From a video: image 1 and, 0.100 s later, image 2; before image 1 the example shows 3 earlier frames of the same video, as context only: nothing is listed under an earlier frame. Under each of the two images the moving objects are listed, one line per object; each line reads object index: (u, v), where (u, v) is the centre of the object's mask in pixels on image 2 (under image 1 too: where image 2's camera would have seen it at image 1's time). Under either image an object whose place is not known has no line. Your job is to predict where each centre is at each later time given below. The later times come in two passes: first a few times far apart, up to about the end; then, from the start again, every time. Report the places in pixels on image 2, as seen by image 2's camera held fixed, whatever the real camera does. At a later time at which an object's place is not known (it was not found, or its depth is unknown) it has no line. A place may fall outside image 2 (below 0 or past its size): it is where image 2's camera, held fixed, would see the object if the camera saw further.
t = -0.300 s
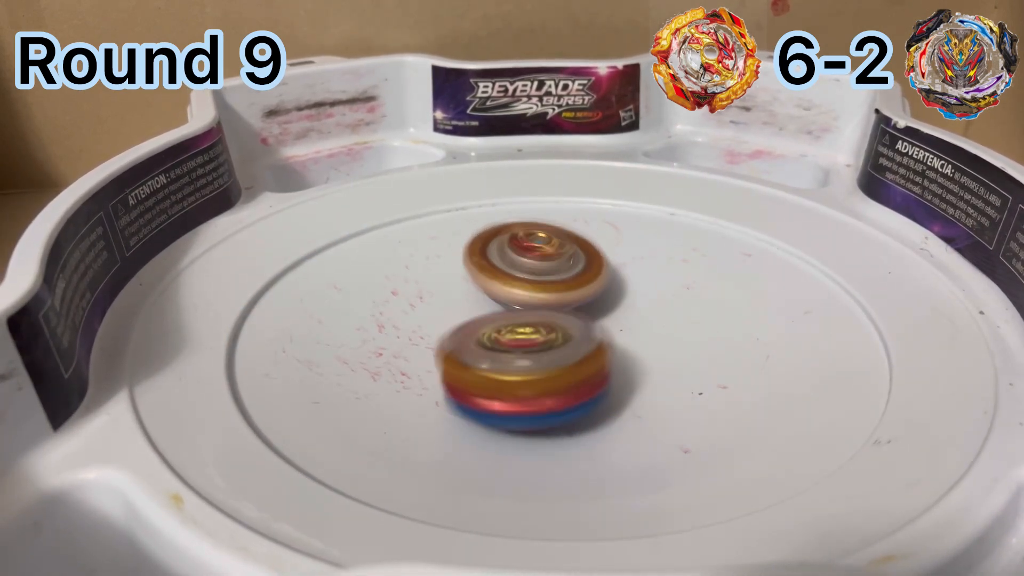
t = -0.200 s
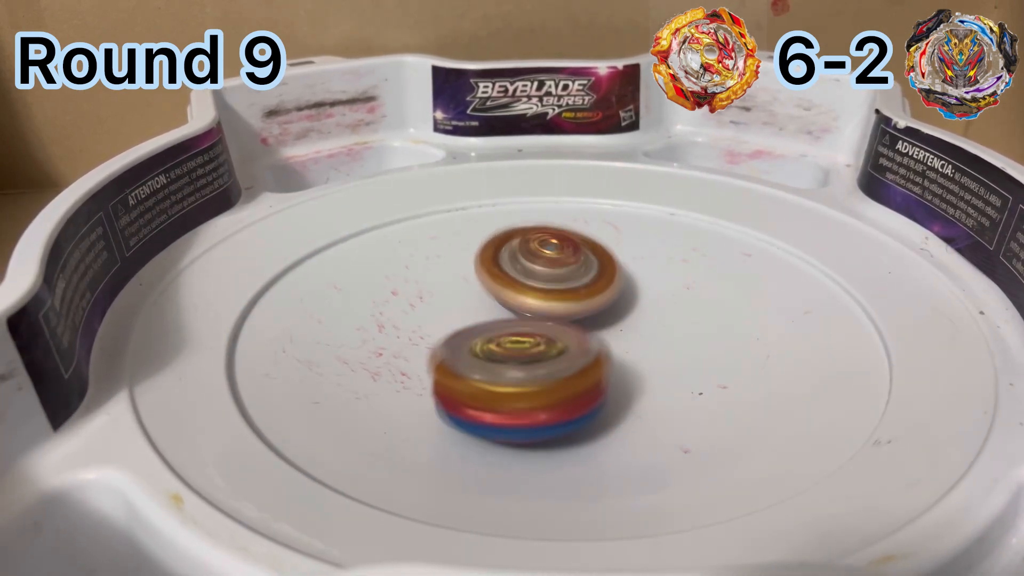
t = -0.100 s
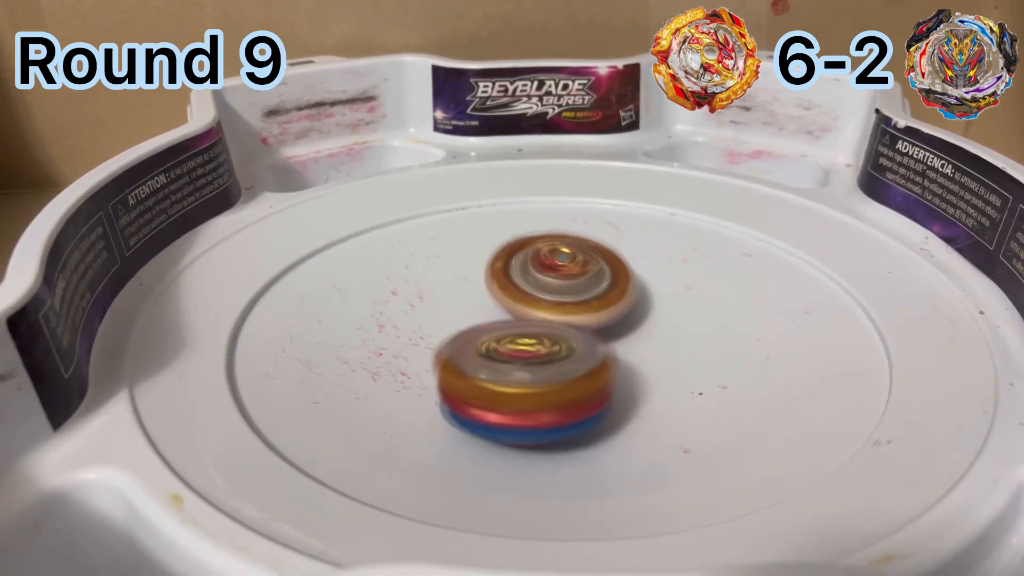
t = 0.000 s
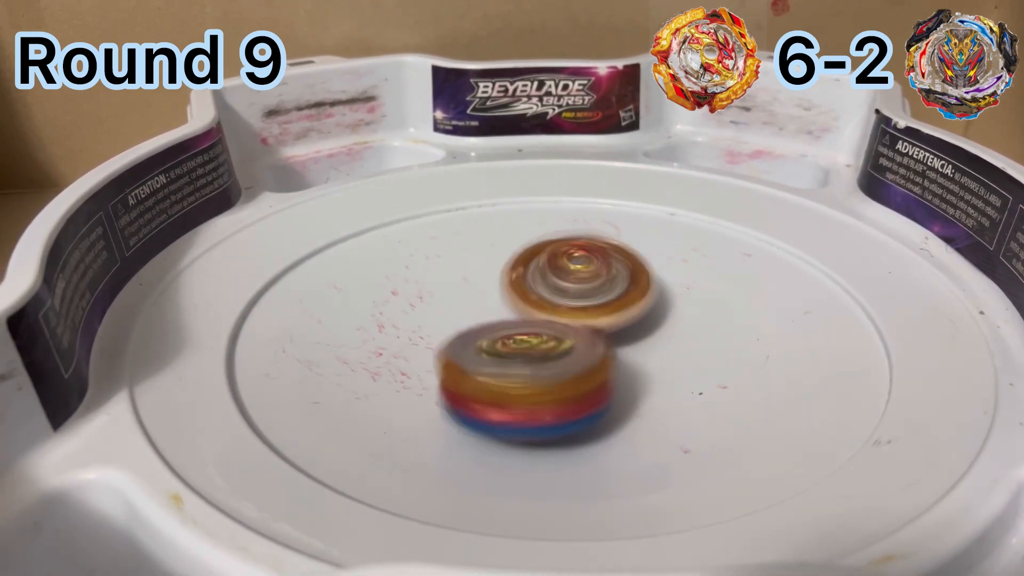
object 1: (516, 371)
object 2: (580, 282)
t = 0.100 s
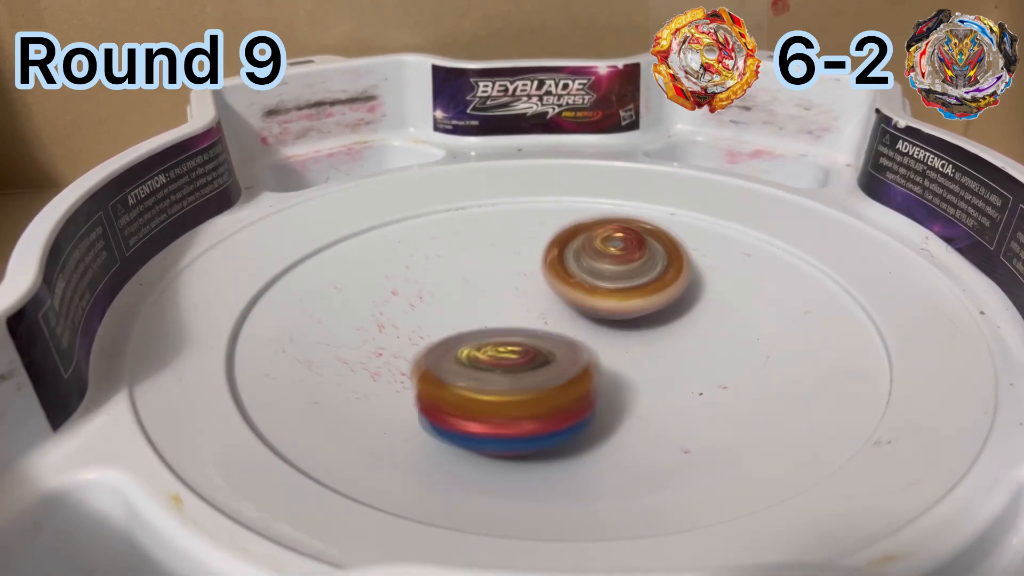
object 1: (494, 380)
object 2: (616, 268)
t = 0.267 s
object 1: (502, 374)
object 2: (627, 271)
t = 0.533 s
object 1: (478, 342)
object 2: (626, 283)
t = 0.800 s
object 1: (446, 315)
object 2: (608, 299)
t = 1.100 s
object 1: (417, 292)
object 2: (617, 327)
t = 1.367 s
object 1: (439, 247)
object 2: (659, 363)
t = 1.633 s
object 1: (504, 257)
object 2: (620, 346)
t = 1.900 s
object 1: (586, 249)
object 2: (601, 357)
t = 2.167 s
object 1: (658, 261)
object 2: (570, 357)
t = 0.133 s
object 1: (492, 381)
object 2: (623, 266)
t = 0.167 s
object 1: (492, 381)
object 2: (627, 265)
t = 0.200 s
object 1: (505, 388)
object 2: (629, 266)
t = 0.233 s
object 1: (509, 385)
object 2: (628, 268)
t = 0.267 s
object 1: (502, 374)
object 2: (627, 271)
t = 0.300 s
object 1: (504, 369)
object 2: (625, 273)
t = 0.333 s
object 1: (515, 371)
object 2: (622, 276)
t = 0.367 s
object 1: (516, 365)
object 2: (619, 278)
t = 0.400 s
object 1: (509, 352)
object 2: (617, 280)
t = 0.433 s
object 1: (510, 354)
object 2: (619, 281)
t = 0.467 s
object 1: (487, 343)
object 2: (623, 282)
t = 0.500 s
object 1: (478, 339)
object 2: (625, 282)
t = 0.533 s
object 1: (478, 342)
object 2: (626, 283)
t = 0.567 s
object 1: (470, 338)
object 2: (626, 284)
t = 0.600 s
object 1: (464, 334)
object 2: (625, 286)
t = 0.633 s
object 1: (459, 331)
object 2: (622, 288)
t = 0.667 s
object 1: (455, 327)
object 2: (621, 289)
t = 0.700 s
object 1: (451, 324)
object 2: (618, 292)
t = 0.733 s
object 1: (449, 321)
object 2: (615, 295)
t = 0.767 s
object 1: (447, 318)
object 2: (611, 297)
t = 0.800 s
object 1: (446, 315)
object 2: (608, 299)
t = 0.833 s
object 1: (437, 310)
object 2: (612, 303)
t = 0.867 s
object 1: (424, 304)
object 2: (621, 307)
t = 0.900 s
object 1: (415, 301)
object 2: (627, 314)
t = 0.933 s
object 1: (409, 297)
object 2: (630, 319)
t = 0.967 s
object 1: (406, 295)
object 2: (630, 322)
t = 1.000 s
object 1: (406, 293)
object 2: (628, 325)
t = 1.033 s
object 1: (402, 277)
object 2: (625, 326)
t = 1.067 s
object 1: (412, 291)
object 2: (621, 327)
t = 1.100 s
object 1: (417, 292)
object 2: (617, 327)
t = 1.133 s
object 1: (425, 292)
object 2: (612, 328)
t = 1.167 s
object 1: (435, 292)
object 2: (608, 328)
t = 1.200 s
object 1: (445, 292)
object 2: (603, 329)
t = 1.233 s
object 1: (449, 287)
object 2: (611, 335)
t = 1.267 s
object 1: (441, 273)
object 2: (627, 342)
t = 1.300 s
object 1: (437, 262)
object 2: (643, 352)
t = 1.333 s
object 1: (437, 253)
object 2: (653, 358)
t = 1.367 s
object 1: (439, 247)
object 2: (659, 363)
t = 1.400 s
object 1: (441, 243)
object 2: (659, 366)
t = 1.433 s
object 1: (445, 241)
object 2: (656, 366)
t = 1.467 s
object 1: (451, 241)
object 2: (652, 365)
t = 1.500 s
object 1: (460, 243)
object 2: (647, 363)
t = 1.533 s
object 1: (469, 245)
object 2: (641, 359)
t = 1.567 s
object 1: (480, 249)
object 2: (635, 355)
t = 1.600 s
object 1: (491, 253)
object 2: (627, 350)
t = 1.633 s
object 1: (504, 257)
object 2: (620, 346)
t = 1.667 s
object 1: (516, 259)
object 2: (613, 341)
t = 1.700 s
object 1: (522, 259)
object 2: (609, 339)
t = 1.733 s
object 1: (534, 256)
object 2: (606, 342)
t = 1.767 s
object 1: (545, 254)
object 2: (606, 349)
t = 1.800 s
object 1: (557, 251)
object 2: (606, 355)
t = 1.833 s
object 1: (566, 250)
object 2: (604, 357)
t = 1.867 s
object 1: (577, 249)
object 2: (602, 358)
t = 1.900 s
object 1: (586, 249)
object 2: (601, 357)
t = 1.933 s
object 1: (595, 249)
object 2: (600, 356)
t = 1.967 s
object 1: (604, 250)
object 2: (599, 354)
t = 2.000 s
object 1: (612, 251)
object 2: (598, 352)
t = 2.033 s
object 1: (620, 253)
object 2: (596, 349)
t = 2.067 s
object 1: (627, 255)
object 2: (596, 347)
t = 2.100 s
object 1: (634, 258)
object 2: (595, 343)
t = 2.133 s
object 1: (646, 260)
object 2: (582, 350)
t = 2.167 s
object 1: (658, 261)
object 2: (570, 357)
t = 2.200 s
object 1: (668, 261)
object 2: (558, 361)
